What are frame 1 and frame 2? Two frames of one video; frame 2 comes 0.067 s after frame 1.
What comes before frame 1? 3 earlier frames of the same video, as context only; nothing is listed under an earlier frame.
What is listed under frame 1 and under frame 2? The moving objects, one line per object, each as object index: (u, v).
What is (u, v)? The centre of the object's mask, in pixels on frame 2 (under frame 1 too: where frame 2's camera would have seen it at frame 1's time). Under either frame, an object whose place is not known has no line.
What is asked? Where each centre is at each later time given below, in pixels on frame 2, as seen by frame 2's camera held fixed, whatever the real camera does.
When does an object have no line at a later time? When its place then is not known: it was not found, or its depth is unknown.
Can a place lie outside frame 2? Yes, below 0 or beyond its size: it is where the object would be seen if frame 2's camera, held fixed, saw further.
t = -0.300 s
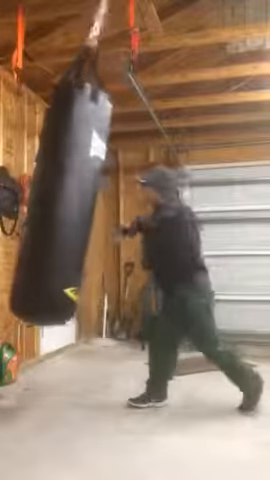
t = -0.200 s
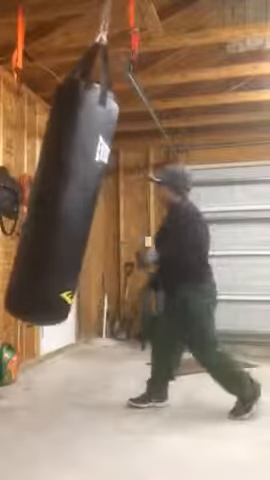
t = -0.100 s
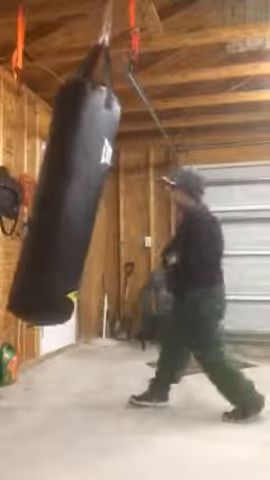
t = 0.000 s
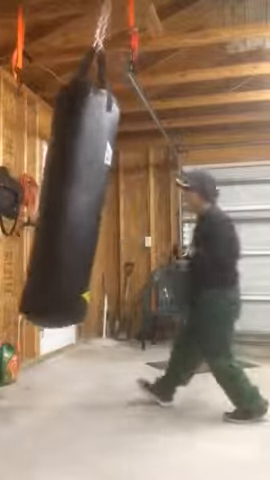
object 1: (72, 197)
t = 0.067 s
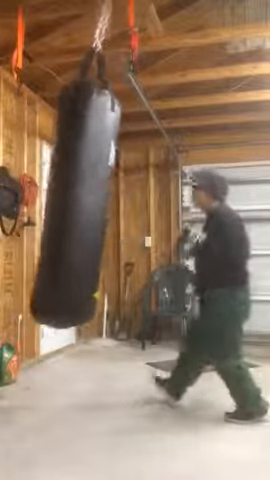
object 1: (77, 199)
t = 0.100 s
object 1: (80, 200)
